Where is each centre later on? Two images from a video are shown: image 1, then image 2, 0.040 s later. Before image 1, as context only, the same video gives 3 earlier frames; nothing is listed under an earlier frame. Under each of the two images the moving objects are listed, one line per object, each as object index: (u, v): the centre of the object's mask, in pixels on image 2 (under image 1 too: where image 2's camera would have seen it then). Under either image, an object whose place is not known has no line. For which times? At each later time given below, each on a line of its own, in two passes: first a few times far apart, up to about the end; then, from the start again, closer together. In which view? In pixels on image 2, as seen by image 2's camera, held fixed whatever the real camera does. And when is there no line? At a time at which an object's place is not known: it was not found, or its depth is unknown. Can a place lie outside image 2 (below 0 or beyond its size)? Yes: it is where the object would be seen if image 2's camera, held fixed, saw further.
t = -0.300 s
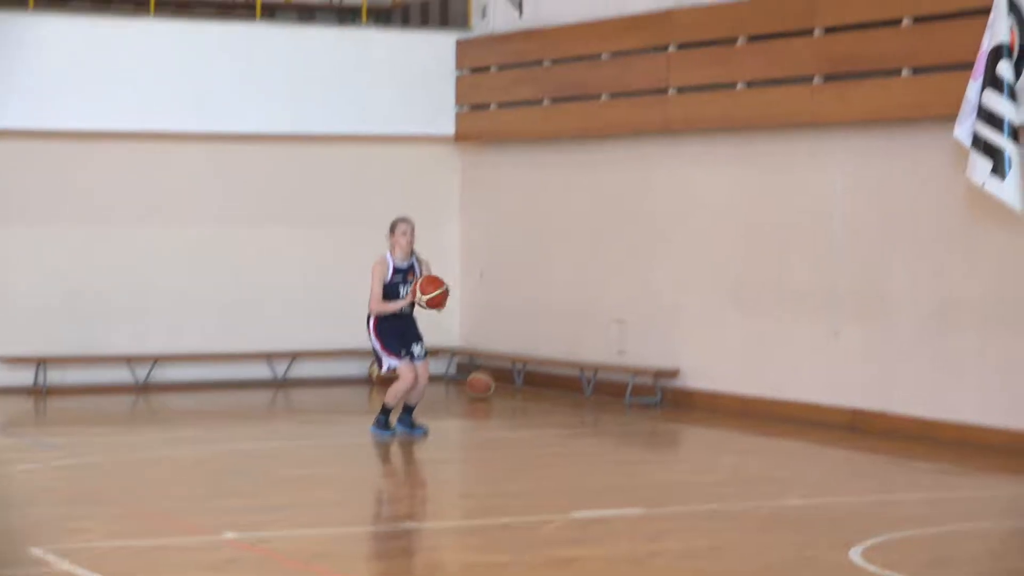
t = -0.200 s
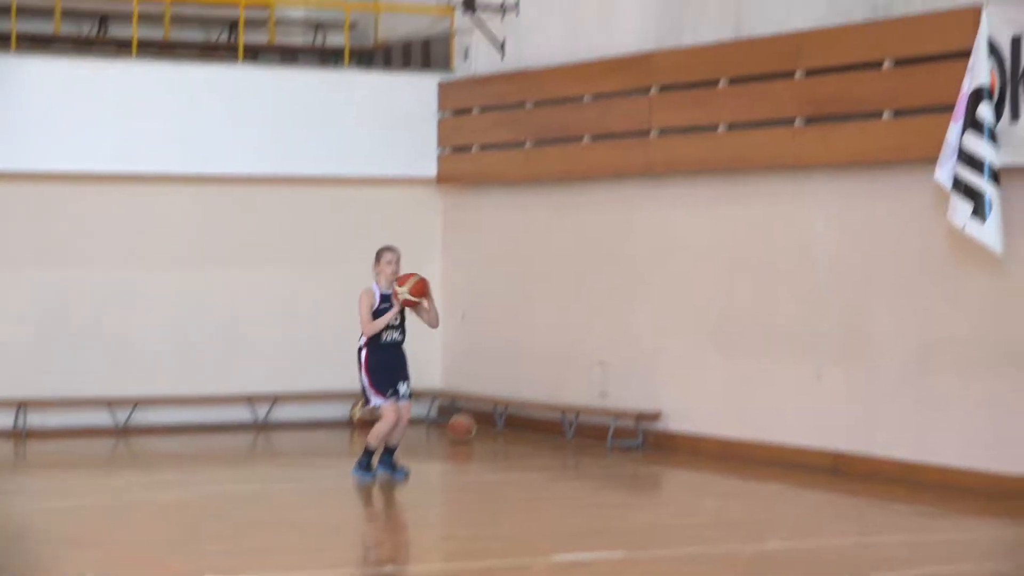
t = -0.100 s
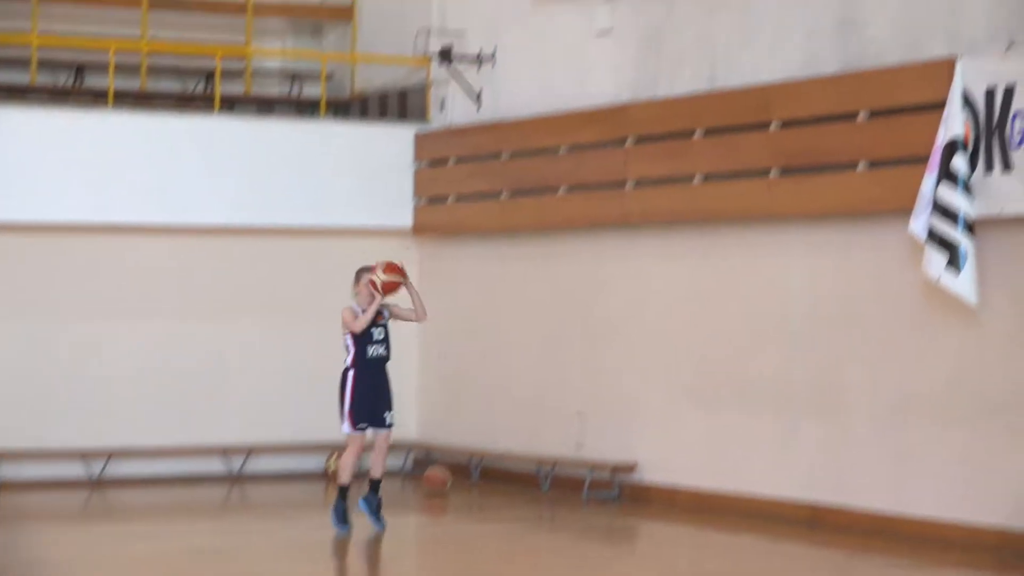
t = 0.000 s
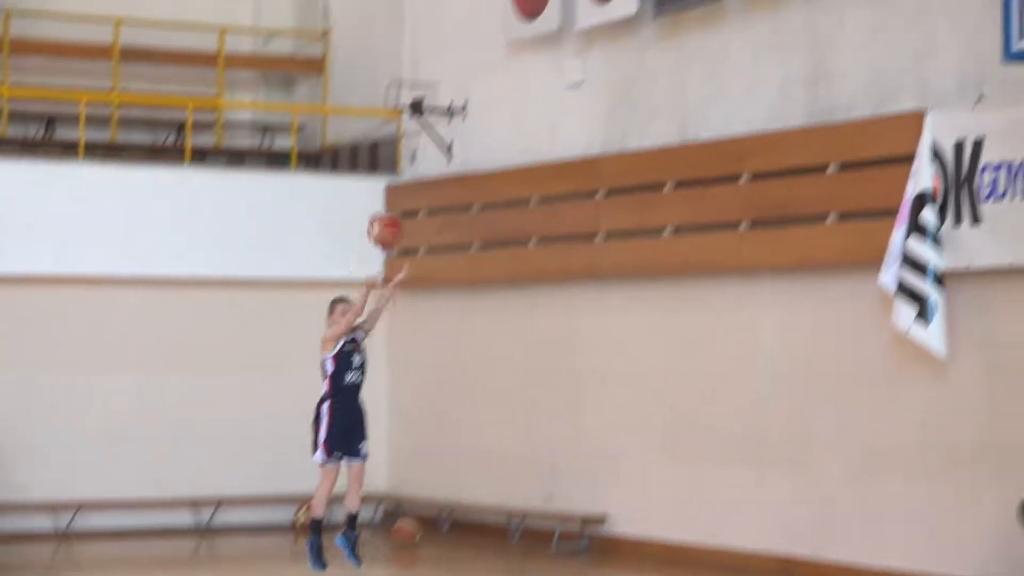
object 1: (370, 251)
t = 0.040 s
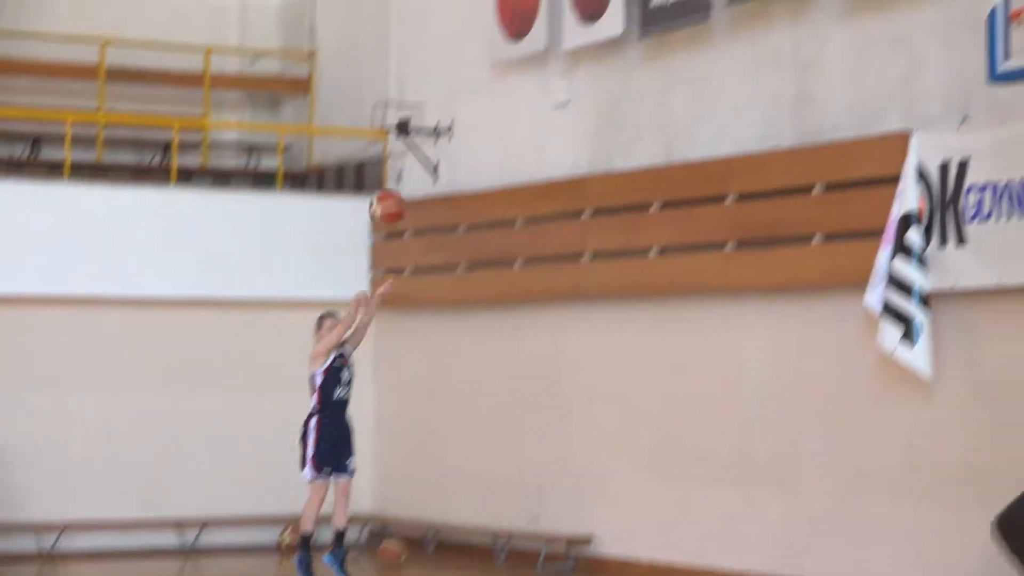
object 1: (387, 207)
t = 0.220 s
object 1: (462, 37)
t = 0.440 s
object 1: (558, -124)
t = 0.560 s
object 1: (615, -171)
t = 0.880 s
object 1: (789, -240)
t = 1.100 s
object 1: (943, -171)
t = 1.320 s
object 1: (1089, 33)
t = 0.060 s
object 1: (395, 186)
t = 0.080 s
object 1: (403, 167)
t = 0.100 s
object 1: (412, 147)
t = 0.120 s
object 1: (420, 128)
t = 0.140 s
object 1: (428, 108)
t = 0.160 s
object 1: (437, 90)
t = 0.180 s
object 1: (446, 72)
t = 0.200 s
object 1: (454, 54)
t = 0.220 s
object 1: (462, 37)
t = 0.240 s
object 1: (471, 20)
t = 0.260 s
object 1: (479, 3)
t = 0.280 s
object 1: (488, -12)
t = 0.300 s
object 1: (496, -27)
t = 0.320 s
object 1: (505, -43)
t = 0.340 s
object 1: (514, -58)
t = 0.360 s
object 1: (523, -72)
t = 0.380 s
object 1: (531, -85)
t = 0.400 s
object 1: (541, -98)
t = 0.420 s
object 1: (549, -112)
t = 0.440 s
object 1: (558, -124)
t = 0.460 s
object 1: (567, -134)
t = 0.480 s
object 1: (576, -143)
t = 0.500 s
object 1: (586, -151)
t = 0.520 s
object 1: (596, -158)
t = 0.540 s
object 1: (604, -164)
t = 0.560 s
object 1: (615, -171)
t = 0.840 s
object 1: (766, -236)
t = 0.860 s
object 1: (778, -238)
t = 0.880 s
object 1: (789, -240)
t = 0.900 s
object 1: (803, -242)
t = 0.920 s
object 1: (816, -241)
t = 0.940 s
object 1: (828, -239)
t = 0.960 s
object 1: (842, -235)
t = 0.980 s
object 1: (856, -229)
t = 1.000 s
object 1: (871, -221)
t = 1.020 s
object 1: (884, -213)
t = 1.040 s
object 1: (899, -204)
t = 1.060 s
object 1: (913, -192)
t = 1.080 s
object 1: (927, -181)
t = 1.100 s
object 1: (943, -171)
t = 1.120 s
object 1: (956, -156)
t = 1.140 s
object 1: (972, -140)
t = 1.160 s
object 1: (986, -124)
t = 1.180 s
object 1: (1002, -106)
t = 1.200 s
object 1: (1019, -87)
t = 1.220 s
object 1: (1035, -68)
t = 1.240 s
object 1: (1051, -45)
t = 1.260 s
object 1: (1069, -25)
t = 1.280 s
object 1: (1087, 2)
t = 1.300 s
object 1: (1093, 19)
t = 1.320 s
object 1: (1089, 33)
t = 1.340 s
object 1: (1098, 46)
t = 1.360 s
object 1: (1096, 57)
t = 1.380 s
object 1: (1093, 57)
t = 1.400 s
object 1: (1092, 59)
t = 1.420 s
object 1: (1086, 65)
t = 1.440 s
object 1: (1082, 69)
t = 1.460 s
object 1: (1080, 72)
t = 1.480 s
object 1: (1076, 76)
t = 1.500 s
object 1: (1073, 81)
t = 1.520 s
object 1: (1070, 87)
